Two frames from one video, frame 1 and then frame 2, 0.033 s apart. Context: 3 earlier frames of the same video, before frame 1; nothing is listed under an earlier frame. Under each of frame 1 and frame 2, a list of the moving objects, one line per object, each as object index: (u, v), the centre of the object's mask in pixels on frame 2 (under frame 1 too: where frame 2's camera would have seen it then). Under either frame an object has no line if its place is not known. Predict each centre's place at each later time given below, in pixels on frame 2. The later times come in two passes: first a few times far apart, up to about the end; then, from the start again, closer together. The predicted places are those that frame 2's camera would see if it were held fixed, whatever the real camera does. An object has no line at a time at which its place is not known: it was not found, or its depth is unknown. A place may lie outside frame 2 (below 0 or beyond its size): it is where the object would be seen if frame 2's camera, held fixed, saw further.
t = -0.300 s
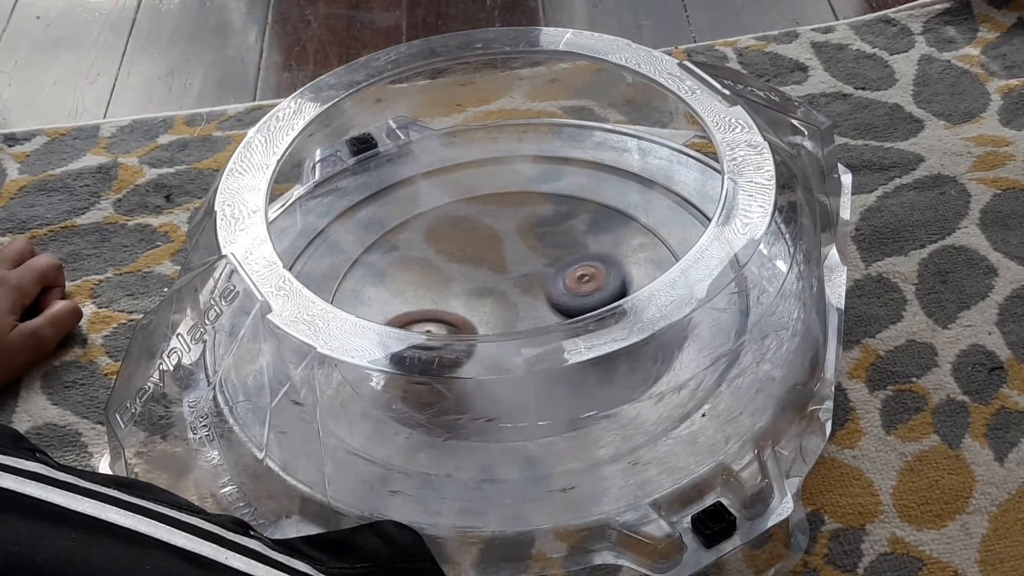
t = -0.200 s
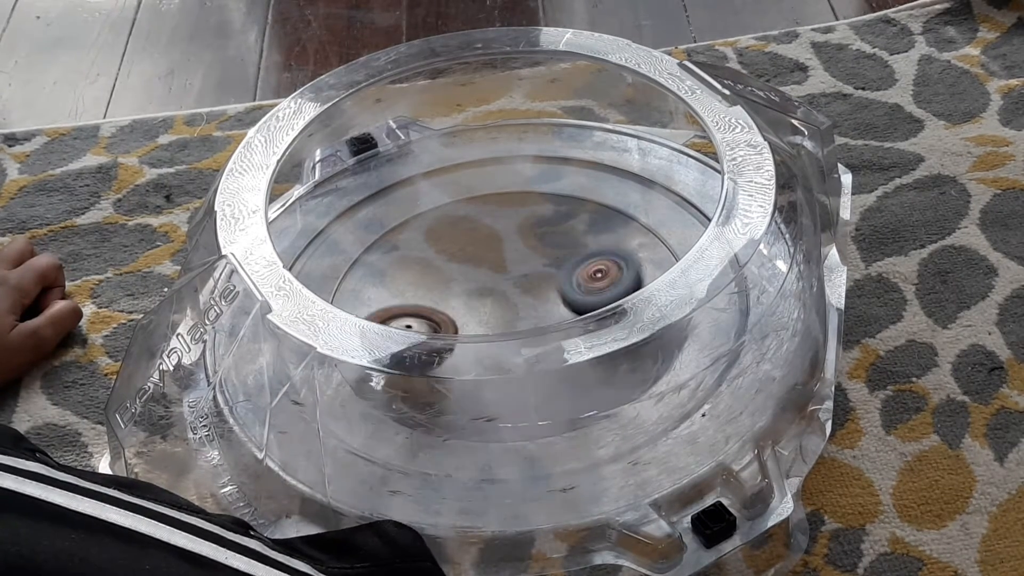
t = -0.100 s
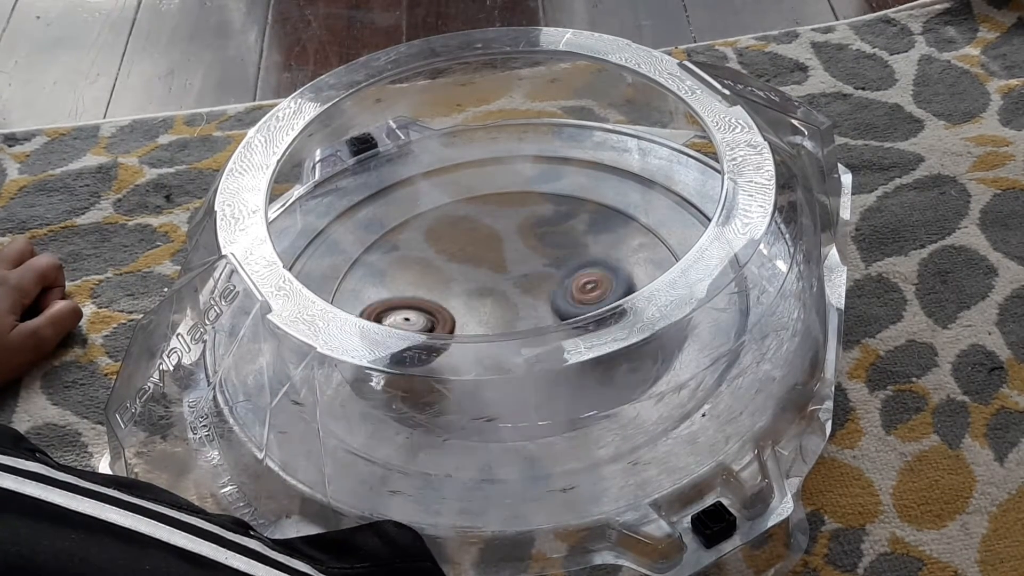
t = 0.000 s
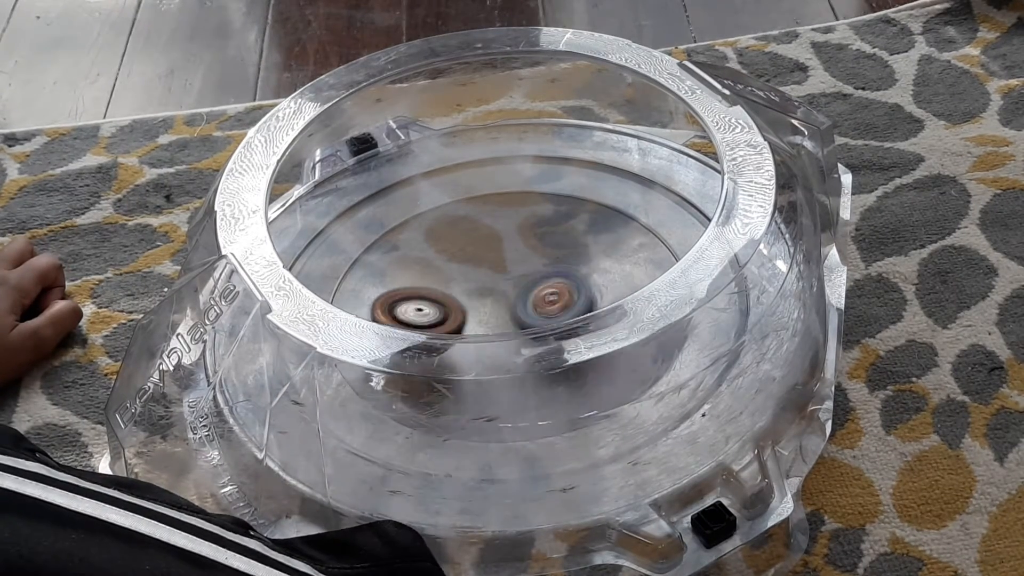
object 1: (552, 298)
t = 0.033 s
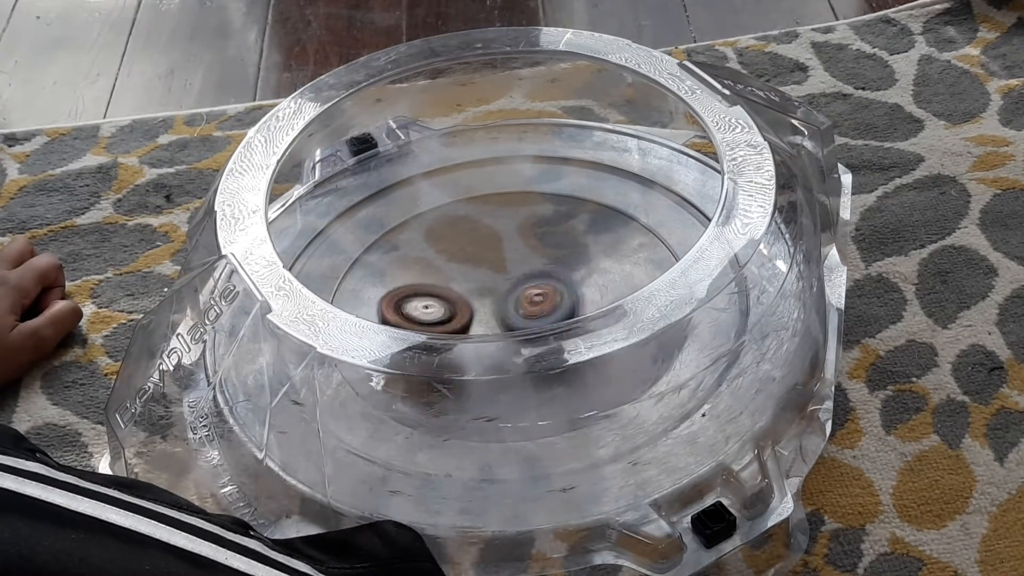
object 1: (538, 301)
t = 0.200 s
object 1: (580, 274)
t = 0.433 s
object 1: (578, 287)
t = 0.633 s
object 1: (521, 299)
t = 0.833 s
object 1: (522, 310)
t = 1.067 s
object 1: (497, 305)
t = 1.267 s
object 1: (510, 310)
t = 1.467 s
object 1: (484, 371)
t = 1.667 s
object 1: (435, 394)
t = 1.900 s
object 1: (438, 348)
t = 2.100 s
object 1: (490, 294)
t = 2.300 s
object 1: (535, 259)
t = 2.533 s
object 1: (554, 247)
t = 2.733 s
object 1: (531, 282)
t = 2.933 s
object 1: (477, 305)
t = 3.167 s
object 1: (437, 309)
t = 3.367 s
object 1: (469, 309)
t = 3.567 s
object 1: (526, 321)
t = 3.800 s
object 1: (549, 315)
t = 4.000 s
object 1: (528, 307)
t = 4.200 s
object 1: (525, 280)
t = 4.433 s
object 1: (532, 275)
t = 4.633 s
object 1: (493, 301)
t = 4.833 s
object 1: (457, 304)
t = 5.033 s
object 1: (481, 302)
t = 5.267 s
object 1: (518, 315)
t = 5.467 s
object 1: (519, 334)
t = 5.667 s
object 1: (519, 304)
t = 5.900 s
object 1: (540, 284)
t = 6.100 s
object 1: (529, 295)
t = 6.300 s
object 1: (487, 297)
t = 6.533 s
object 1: (479, 290)
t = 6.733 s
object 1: (502, 306)
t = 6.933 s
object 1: (502, 328)
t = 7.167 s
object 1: (496, 313)
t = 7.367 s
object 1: (529, 298)
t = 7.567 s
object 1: (544, 298)
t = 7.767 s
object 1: (513, 304)
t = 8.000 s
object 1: (537, 295)
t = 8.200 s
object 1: (576, 303)
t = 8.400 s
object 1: (538, 314)
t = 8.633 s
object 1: (478, 351)
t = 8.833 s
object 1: (439, 368)
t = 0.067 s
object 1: (531, 300)
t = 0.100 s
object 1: (546, 293)
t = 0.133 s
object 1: (559, 285)
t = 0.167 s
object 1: (571, 277)
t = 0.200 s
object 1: (580, 274)
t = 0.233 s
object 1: (588, 271)
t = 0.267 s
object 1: (594, 270)
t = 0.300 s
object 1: (598, 271)
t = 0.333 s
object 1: (598, 273)
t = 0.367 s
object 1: (595, 276)
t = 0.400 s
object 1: (587, 282)
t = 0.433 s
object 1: (578, 287)
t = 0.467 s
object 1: (562, 292)
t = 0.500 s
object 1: (548, 297)
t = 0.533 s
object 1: (534, 298)
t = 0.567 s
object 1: (522, 299)
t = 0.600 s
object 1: (511, 299)
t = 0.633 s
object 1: (521, 299)
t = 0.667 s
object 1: (529, 299)
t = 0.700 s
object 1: (533, 300)
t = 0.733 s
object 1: (534, 301)
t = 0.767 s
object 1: (533, 302)
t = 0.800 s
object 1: (528, 305)
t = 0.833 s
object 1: (522, 310)
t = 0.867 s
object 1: (513, 309)
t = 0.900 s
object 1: (505, 309)
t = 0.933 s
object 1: (499, 307)
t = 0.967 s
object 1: (498, 307)
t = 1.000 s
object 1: (497, 306)
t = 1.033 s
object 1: (497, 305)
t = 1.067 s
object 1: (497, 305)
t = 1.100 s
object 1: (500, 305)
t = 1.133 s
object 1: (503, 306)
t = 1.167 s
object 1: (505, 307)
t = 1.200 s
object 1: (507, 308)
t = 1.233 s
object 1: (509, 309)
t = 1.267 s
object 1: (510, 310)
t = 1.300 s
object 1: (511, 312)
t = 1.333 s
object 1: (509, 312)
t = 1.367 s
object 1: (507, 311)
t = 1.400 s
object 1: (503, 331)
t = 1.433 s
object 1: (494, 354)
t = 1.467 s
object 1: (484, 371)
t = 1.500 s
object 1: (475, 382)
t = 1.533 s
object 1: (469, 386)
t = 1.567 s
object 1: (462, 389)
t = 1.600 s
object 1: (451, 393)
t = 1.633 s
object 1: (442, 394)
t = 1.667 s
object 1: (435, 394)
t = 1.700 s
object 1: (429, 393)
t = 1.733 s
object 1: (424, 385)
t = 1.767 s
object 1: (423, 380)
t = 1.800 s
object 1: (424, 375)
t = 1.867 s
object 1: (431, 363)
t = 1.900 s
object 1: (438, 348)
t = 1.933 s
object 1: (446, 338)
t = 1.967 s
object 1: (453, 319)
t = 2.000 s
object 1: (462, 314)
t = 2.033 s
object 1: (470, 310)
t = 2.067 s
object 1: (480, 302)
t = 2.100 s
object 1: (490, 294)
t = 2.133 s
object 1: (499, 286)
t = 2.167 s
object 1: (507, 279)
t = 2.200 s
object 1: (514, 273)
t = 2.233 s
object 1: (522, 268)
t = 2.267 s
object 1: (529, 263)
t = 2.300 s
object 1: (535, 259)
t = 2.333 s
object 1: (539, 255)
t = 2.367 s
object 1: (544, 253)
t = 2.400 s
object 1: (545, 252)
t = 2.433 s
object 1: (549, 250)
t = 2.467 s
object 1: (551, 249)
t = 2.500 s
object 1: (552, 247)
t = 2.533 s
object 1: (554, 247)
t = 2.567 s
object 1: (554, 248)
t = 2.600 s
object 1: (552, 251)
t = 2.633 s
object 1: (551, 257)
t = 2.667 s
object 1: (547, 262)
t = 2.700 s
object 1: (541, 272)
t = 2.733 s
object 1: (531, 282)
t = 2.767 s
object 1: (522, 288)
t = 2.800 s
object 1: (513, 294)
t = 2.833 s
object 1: (504, 299)
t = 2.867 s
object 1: (494, 302)
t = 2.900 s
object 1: (484, 304)
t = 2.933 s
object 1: (477, 305)
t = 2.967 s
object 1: (468, 307)
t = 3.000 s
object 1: (460, 307)
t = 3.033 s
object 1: (453, 308)
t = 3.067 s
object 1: (448, 309)
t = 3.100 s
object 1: (443, 309)
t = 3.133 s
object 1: (439, 309)
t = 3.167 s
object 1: (437, 309)
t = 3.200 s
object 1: (436, 308)
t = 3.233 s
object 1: (437, 308)
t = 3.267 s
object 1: (442, 308)
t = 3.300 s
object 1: (448, 308)
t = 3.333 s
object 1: (458, 309)
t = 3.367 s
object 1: (469, 309)
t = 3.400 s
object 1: (481, 309)
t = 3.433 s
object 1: (490, 310)
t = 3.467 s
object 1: (499, 311)
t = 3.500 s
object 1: (508, 313)
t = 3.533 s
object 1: (514, 313)
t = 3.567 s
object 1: (526, 321)
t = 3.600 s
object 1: (531, 321)
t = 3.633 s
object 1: (536, 315)
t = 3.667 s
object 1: (540, 315)
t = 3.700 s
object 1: (546, 314)
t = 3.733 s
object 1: (549, 315)
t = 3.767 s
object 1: (546, 317)
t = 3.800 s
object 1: (549, 315)
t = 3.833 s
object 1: (549, 315)
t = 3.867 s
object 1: (546, 314)
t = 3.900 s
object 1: (539, 315)
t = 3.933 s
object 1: (533, 313)
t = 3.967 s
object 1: (529, 311)
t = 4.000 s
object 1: (528, 307)
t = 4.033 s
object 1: (528, 302)
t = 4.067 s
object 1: (527, 299)
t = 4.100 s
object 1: (527, 294)
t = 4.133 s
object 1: (525, 289)
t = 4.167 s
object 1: (525, 285)
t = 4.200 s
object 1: (525, 280)
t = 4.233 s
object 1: (528, 275)
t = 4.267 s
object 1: (530, 271)
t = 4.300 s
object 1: (531, 268)
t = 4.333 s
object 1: (533, 266)
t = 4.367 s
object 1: (534, 266)
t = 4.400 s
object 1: (535, 268)
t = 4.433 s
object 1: (532, 275)
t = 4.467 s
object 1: (530, 280)
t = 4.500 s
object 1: (525, 285)
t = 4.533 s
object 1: (516, 291)
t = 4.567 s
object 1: (509, 296)
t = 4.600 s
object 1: (501, 299)
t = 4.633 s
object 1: (493, 301)
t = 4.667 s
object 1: (486, 302)
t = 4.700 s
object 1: (479, 304)
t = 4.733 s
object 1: (472, 304)
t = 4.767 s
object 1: (465, 304)
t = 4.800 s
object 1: (461, 304)
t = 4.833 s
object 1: (457, 304)
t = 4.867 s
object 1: (455, 303)
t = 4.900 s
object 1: (454, 302)
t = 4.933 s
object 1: (458, 300)
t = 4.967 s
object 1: (463, 299)
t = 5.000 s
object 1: (471, 300)
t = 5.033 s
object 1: (481, 302)
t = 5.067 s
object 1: (488, 304)
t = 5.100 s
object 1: (495, 306)
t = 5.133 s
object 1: (501, 307)
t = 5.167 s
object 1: (506, 309)
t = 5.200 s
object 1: (512, 313)
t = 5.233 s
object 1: (517, 315)
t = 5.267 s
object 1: (518, 315)
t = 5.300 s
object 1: (521, 316)
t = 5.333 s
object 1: (520, 318)
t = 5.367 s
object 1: (520, 319)
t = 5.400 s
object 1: (515, 329)
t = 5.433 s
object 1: (522, 335)
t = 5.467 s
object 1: (519, 334)
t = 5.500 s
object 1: (515, 318)
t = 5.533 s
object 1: (513, 317)
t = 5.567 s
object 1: (513, 315)
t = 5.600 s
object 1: (514, 312)
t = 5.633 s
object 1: (516, 309)
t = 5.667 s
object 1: (519, 304)
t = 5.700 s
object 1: (522, 301)
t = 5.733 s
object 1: (525, 298)
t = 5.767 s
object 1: (529, 294)
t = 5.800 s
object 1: (531, 291)
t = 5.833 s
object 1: (535, 288)
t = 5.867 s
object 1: (537, 285)
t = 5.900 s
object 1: (540, 284)
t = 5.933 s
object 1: (542, 284)
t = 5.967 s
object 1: (544, 284)
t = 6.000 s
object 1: (543, 286)
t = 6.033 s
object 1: (540, 289)
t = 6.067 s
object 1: (535, 293)
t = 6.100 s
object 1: (529, 295)
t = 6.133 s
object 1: (522, 297)
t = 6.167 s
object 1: (515, 297)
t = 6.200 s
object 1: (507, 298)
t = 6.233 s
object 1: (500, 299)
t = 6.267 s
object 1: (494, 299)
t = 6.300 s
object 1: (487, 297)
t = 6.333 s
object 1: (483, 296)
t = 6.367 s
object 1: (480, 294)
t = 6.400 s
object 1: (477, 293)
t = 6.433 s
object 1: (475, 292)
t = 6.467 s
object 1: (475, 290)
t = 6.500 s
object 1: (476, 289)
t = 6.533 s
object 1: (479, 290)
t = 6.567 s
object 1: (482, 291)
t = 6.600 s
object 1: (488, 294)
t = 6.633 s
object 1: (492, 297)
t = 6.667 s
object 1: (497, 300)
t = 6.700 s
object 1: (500, 303)
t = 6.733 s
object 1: (502, 306)
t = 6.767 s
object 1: (504, 308)
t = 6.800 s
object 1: (505, 312)
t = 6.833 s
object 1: (505, 315)
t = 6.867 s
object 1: (505, 324)
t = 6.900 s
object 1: (503, 327)
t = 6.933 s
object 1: (502, 328)
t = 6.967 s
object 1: (501, 329)
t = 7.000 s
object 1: (499, 330)
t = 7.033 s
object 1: (496, 330)
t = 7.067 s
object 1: (495, 318)
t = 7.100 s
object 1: (495, 317)
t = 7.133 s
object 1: (495, 314)
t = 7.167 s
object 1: (496, 313)
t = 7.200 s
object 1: (501, 310)
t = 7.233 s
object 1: (506, 307)
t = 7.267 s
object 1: (511, 305)
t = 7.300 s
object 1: (518, 303)
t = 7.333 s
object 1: (523, 300)
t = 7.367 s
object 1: (529, 298)
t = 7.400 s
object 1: (533, 297)
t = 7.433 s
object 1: (536, 296)
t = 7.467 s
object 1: (540, 295)
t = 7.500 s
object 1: (542, 296)
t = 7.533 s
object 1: (544, 296)
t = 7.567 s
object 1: (544, 298)
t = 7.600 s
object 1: (542, 300)
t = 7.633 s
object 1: (538, 301)
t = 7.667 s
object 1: (534, 301)
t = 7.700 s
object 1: (528, 302)
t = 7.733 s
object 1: (519, 304)
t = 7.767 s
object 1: (513, 304)
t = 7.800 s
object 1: (518, 300)
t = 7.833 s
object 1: (527, 299)
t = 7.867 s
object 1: (533, 297)
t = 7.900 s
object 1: (535, 297)
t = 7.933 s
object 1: (536, 297)
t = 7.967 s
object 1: (537, 296)
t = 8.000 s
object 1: (537, 295)
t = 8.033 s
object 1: (536, 296)
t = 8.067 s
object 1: (551, 296)
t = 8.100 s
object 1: (567, 299)
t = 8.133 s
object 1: (572, 301)
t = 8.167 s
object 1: (574, 303)
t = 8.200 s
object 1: (576, 303)
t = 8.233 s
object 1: (576, 304)
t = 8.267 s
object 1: (574, 307)
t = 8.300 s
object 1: (560, 316)
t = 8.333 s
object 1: (554, 319)
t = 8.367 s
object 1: (551, 313)
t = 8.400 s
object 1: (538, 314)
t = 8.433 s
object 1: (533, 331)
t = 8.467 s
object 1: (525, 333)
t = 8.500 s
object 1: (518, 330)
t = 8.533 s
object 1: (509, 331)
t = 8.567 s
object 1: (502, 313)
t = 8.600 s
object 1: (495, 317)
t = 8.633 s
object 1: (478, 351)
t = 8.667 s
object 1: (465, 358)
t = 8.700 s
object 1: (457, 369)
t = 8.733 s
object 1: (448, 370)
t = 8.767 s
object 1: (443, 370)
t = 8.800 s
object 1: (440, 370)
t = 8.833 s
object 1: (439, 368)
